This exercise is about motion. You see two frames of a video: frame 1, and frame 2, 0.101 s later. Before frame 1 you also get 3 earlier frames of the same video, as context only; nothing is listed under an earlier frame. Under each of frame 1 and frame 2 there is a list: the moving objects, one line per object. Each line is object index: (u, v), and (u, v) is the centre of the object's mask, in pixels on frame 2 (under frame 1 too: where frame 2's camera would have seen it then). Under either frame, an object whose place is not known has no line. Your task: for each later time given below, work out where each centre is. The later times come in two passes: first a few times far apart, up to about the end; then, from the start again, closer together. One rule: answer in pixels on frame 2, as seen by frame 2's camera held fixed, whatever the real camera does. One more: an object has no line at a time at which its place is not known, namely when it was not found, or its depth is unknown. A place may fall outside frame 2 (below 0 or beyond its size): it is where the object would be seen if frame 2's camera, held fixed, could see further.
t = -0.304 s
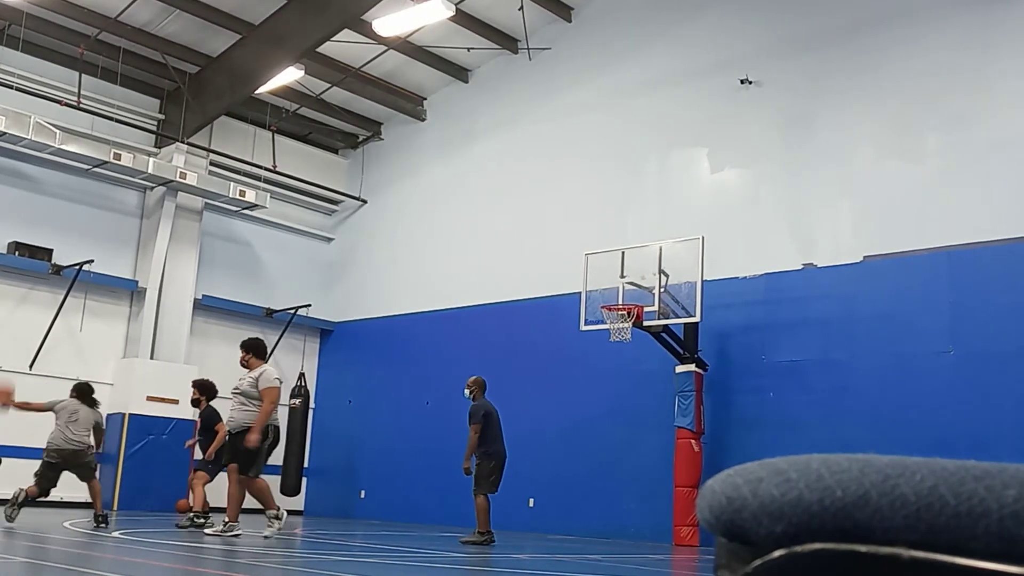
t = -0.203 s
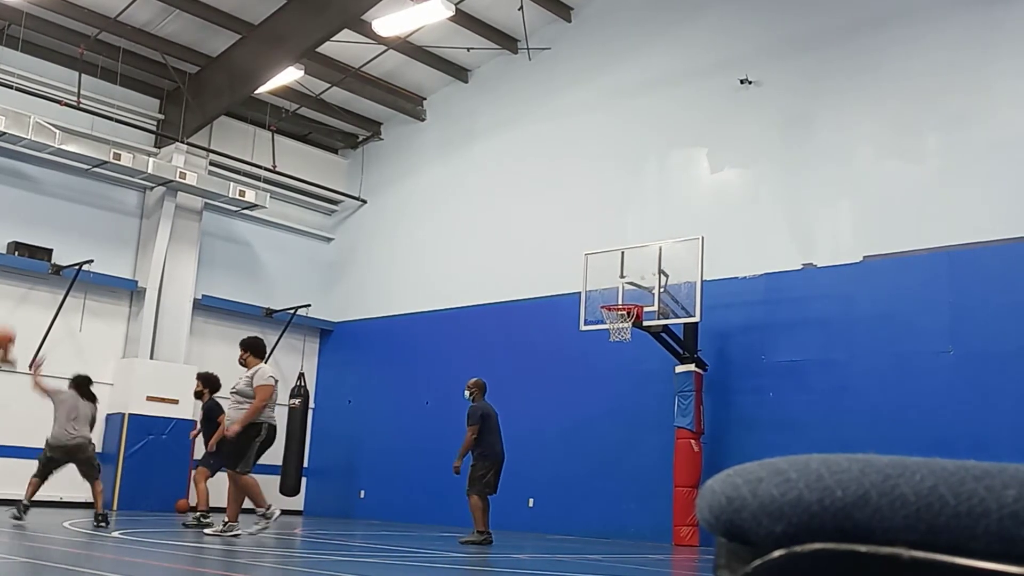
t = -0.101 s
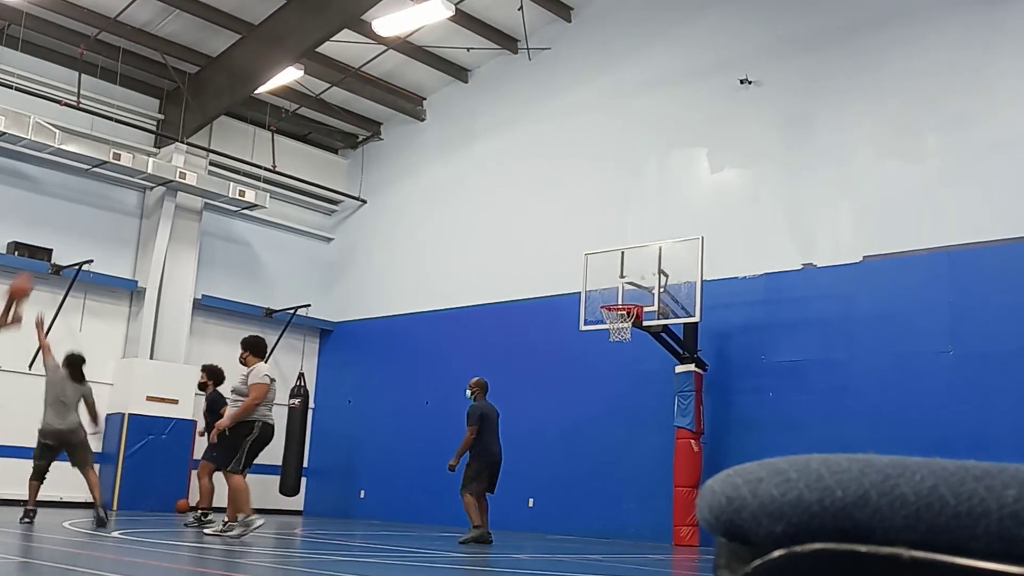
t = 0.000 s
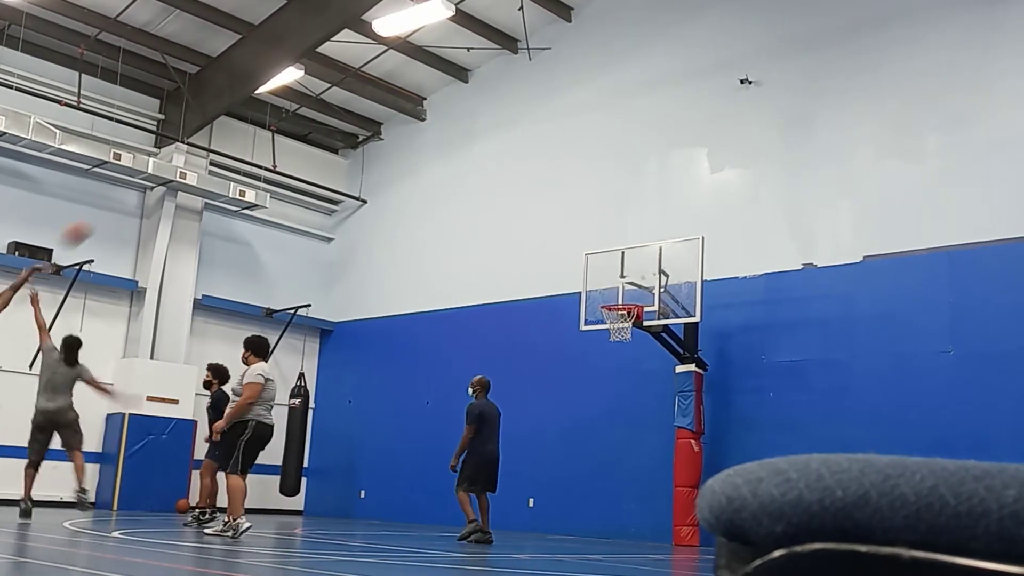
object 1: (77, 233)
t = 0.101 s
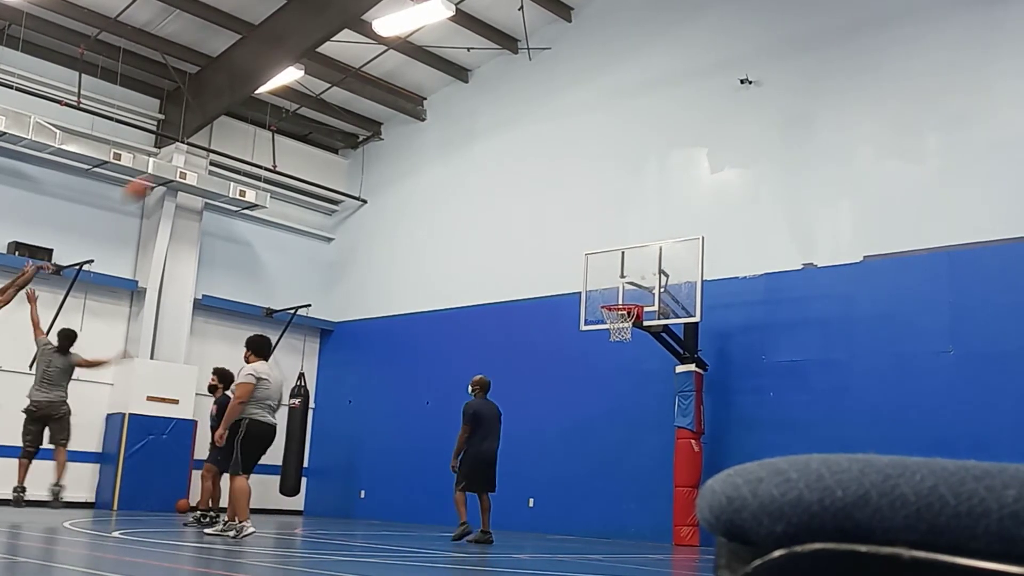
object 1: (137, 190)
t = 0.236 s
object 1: (210, 147)
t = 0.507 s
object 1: (341, 115)
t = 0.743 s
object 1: (437, 134)
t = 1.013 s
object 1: (539, 203)
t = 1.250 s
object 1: (617, 297)
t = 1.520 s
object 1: (638, 361)
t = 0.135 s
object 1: (154, 179)
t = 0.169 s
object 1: (172, 167)
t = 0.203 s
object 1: (195, 156)
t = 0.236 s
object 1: (210, 147)
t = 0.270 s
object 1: (228, 140)
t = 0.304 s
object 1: (245, 134)
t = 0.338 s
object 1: (263, 128)
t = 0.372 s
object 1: (279, 123)
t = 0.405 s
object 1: (293, 120)
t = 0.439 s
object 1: (309, 117)
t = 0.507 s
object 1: (341, 115)
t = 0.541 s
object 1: (354, 115)
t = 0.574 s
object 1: (369, 115)
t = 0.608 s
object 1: (383, 118)
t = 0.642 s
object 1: (397, 121)
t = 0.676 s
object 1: (411, 124)
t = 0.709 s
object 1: (424, 129)
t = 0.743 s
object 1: (437, 134)
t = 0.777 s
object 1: (451, 139)
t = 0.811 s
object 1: (464, 146)
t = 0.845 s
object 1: (477, 154)
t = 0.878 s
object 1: (489, 162)
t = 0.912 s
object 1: (502, 171)
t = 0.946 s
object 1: (514, 181)
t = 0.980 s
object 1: (526, 191)
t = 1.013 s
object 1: (539, 203)
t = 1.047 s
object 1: (550, 214)
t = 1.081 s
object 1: (562, 227)
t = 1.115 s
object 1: (573, 240)
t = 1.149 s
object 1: (585, 253)
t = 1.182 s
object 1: (597, 269)
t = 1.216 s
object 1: (608, 284)
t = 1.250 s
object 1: (617, 297)
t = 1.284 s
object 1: (632, 317)
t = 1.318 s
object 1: (633, 324)
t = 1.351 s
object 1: (634, 327)
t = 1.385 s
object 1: (635, 332)
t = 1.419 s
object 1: (635, 338)
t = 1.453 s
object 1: (636, 345)
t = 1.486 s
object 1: (637, 353)
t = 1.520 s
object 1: (638, 361)
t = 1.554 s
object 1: (638, 370)
